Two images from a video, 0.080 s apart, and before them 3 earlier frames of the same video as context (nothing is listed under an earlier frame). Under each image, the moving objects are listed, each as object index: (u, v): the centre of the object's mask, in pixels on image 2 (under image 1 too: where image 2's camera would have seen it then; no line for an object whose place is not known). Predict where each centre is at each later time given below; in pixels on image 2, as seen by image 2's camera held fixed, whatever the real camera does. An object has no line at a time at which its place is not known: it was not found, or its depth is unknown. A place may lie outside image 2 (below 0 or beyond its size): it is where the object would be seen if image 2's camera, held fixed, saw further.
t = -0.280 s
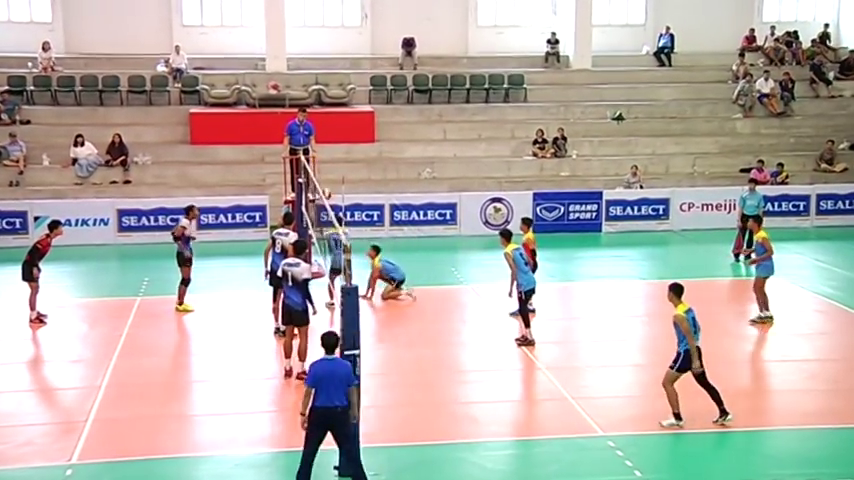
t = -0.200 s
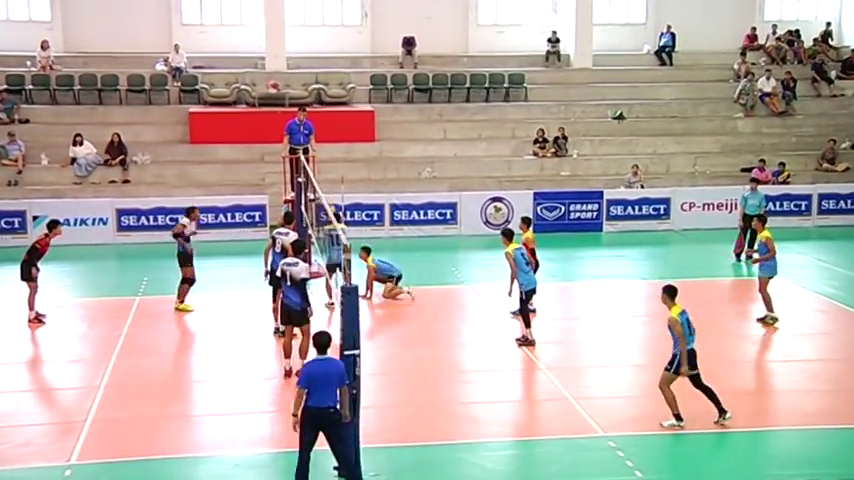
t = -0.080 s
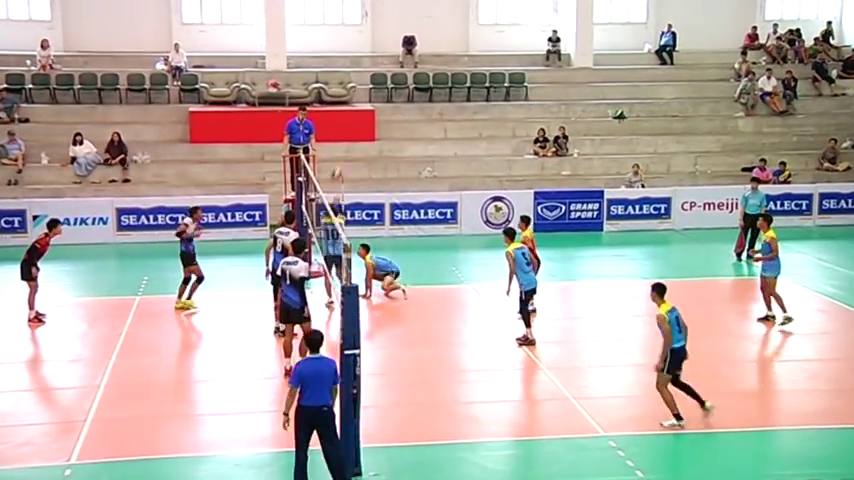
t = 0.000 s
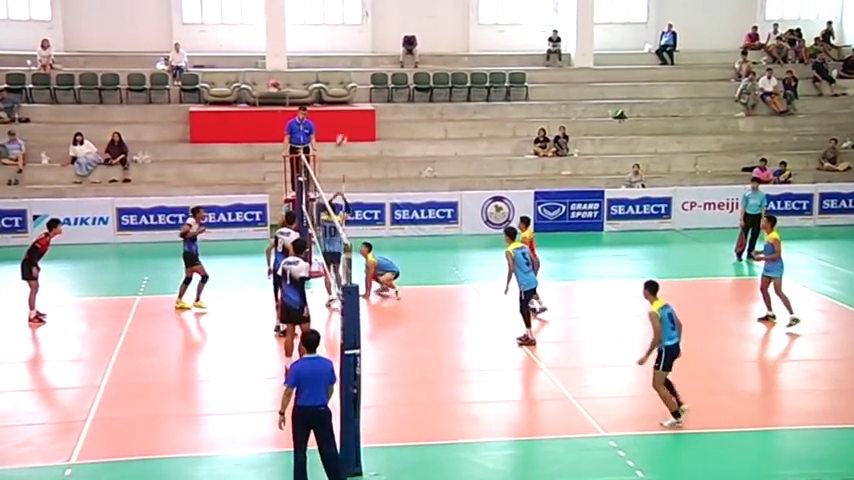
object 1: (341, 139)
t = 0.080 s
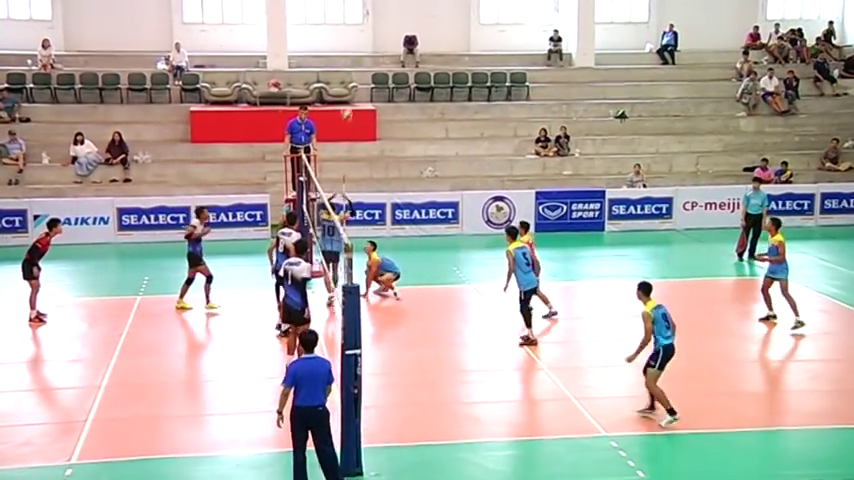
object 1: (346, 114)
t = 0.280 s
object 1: (356, 59)
